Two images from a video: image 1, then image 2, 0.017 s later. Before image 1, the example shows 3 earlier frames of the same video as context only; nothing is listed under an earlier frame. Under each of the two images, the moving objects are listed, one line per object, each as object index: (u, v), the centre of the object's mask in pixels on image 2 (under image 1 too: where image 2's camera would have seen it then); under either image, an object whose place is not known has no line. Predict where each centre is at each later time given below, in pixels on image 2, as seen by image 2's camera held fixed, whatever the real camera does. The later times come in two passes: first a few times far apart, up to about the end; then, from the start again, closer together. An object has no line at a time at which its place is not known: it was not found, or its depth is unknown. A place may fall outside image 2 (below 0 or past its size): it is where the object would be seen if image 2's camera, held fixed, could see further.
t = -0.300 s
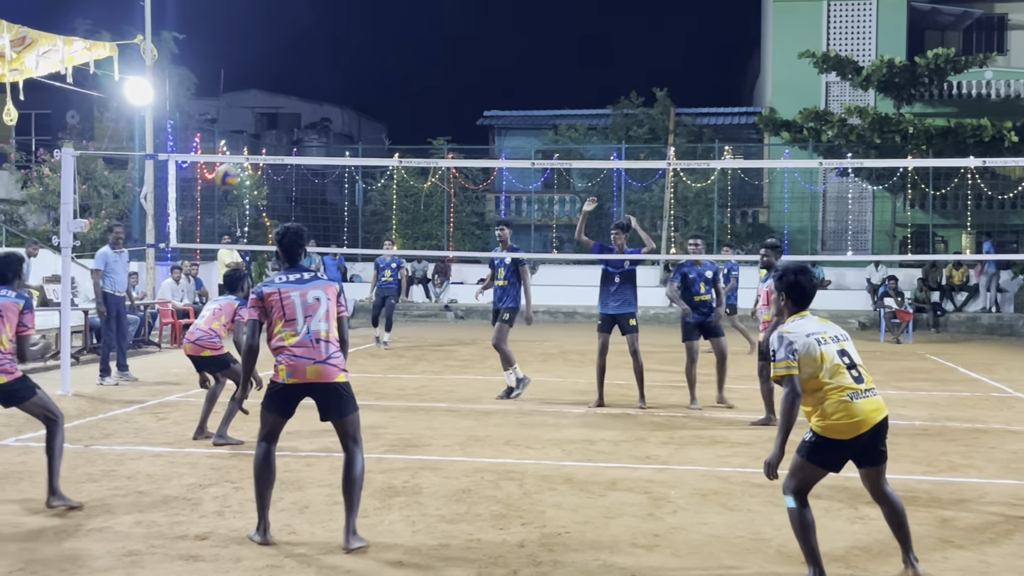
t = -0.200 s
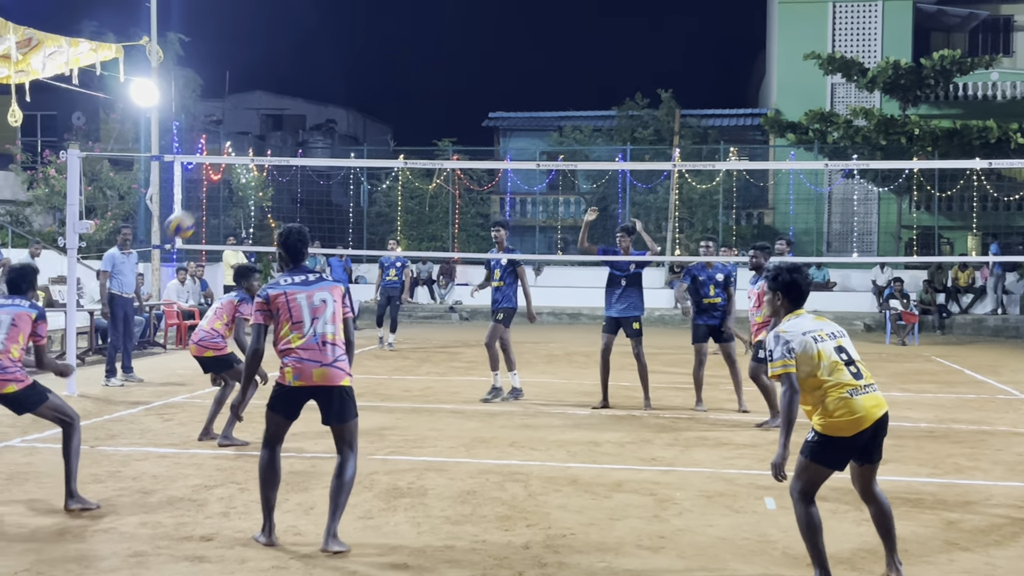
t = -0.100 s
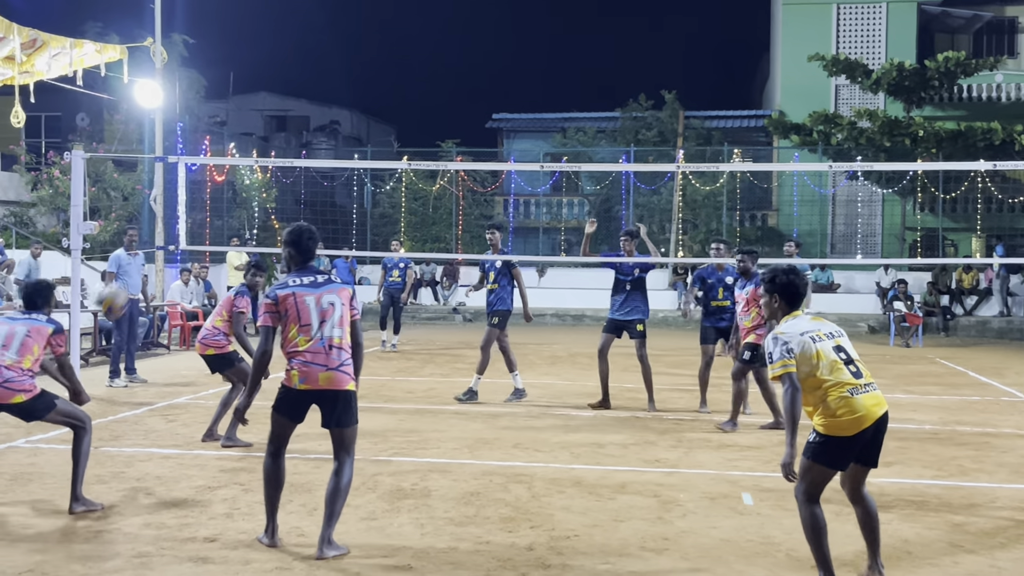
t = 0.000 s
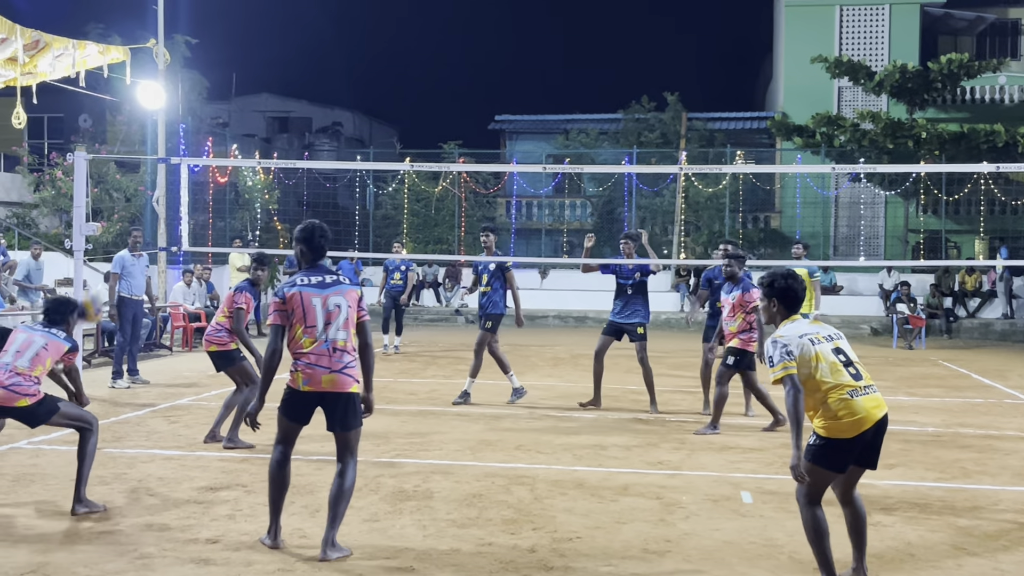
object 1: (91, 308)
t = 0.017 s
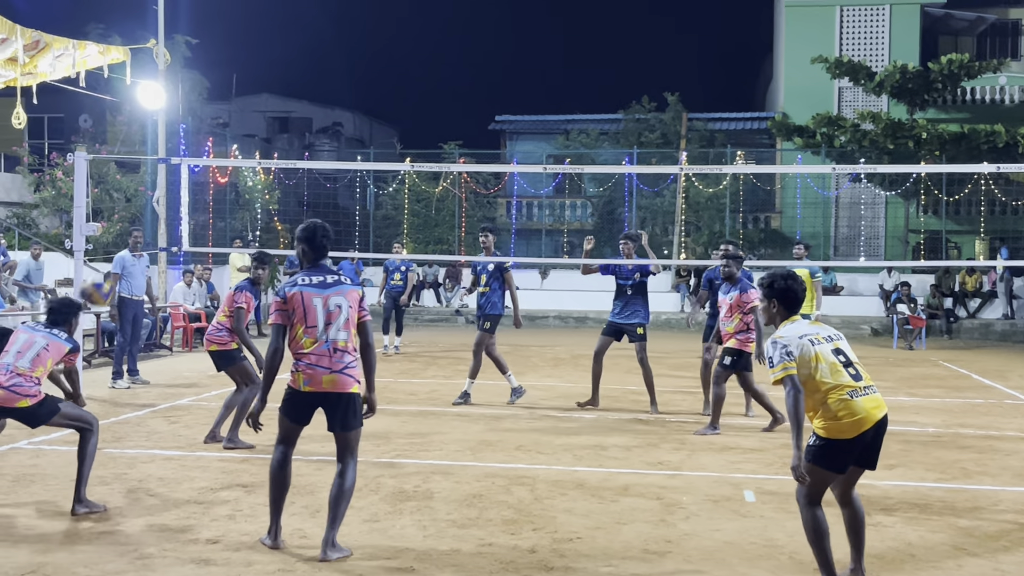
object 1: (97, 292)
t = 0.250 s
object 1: (193, 108)
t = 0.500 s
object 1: (278, 15)
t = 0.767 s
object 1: (357, 13)
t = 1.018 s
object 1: (420, 83)
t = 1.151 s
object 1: (451, 145)
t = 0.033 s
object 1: (102, 273)
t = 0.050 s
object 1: (109, 256)
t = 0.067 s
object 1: (117, 241)
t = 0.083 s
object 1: (125, 229)
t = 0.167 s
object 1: (160, 162)
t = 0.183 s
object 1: (167, 149)
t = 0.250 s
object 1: (193, 108)
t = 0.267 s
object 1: (199, 97)
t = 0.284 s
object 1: (205, 89)
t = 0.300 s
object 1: (211, 82)
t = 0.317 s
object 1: (217, 74)
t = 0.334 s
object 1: (223, 66)
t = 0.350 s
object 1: (229, 59)
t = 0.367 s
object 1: (235, 53)
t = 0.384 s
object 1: (240, 46)
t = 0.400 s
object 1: (246, 41)
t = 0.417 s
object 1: (251, 36)
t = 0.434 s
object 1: (257, 31)
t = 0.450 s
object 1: (262, 26)
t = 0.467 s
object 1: (268, 22)
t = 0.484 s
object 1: (273, 18)
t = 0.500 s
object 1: (278, 15)
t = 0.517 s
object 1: (284, 12)
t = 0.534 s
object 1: (289, 10)
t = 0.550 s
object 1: (294, 7)
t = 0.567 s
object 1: (299, 6)
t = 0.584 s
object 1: (304, 5)
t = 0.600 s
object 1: (309, 4)
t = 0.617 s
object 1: (314, 3)
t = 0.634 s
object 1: (319, 3)
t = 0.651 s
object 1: (324, 3)
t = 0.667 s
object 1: (329, 3)
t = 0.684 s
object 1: (334, 4)
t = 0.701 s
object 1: (338, 5)
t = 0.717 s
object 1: (343, 6)
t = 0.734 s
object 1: (347, 8)
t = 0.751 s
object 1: (352, 10)
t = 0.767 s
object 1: (357, 13)
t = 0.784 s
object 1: (361, 15)
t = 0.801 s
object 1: (366, 19)
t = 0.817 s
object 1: (370, 22)
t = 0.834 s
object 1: (375, 25)
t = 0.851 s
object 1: (379, 29)
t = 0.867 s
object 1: (383, 33)
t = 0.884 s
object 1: (388, 38)
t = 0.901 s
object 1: (391, 43)
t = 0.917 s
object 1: (396, 47)
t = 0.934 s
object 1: (400, 53)
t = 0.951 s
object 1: (404, 58)
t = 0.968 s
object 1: (408, 64)
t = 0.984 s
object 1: (412, 70)
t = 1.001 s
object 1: (417, 77)
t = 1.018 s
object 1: (420, 83)
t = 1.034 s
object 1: (424, 90)
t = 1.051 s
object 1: (428, 97)
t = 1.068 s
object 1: (432, 105)
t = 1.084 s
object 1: (436, 113)
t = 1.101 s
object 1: (440, 120)
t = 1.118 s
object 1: (443, 128)
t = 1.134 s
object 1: (447, 137)
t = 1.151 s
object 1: (451, 145)
